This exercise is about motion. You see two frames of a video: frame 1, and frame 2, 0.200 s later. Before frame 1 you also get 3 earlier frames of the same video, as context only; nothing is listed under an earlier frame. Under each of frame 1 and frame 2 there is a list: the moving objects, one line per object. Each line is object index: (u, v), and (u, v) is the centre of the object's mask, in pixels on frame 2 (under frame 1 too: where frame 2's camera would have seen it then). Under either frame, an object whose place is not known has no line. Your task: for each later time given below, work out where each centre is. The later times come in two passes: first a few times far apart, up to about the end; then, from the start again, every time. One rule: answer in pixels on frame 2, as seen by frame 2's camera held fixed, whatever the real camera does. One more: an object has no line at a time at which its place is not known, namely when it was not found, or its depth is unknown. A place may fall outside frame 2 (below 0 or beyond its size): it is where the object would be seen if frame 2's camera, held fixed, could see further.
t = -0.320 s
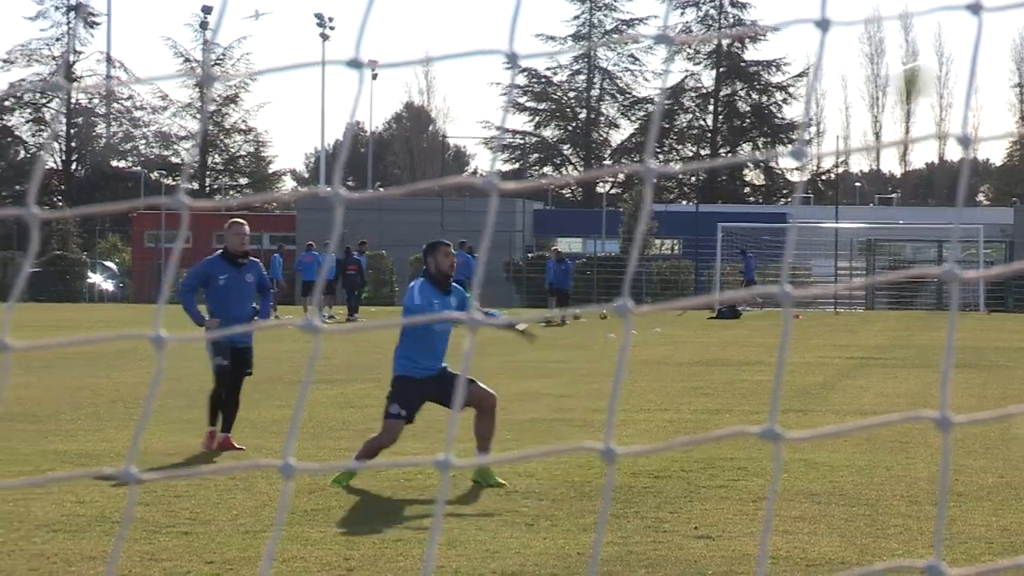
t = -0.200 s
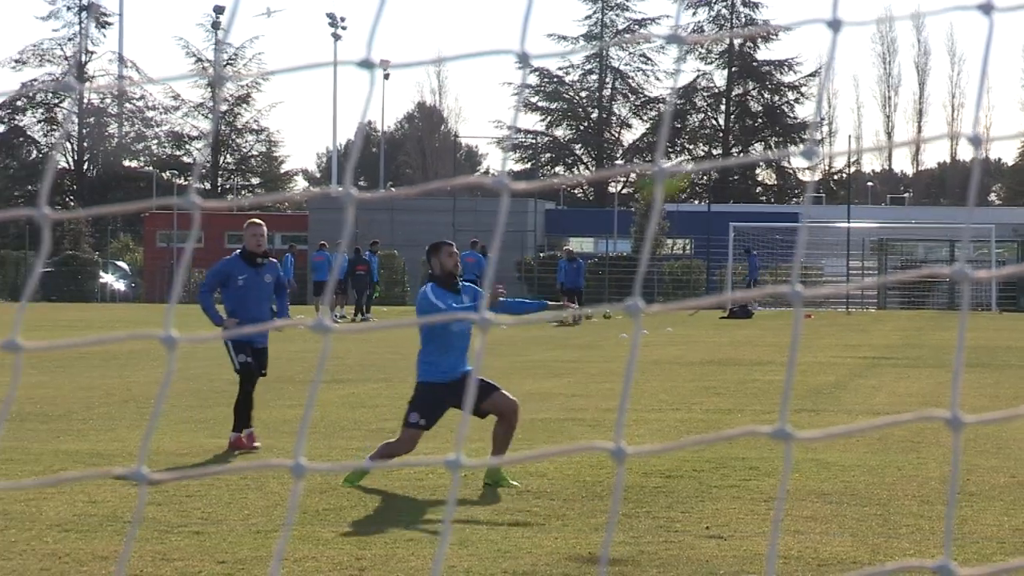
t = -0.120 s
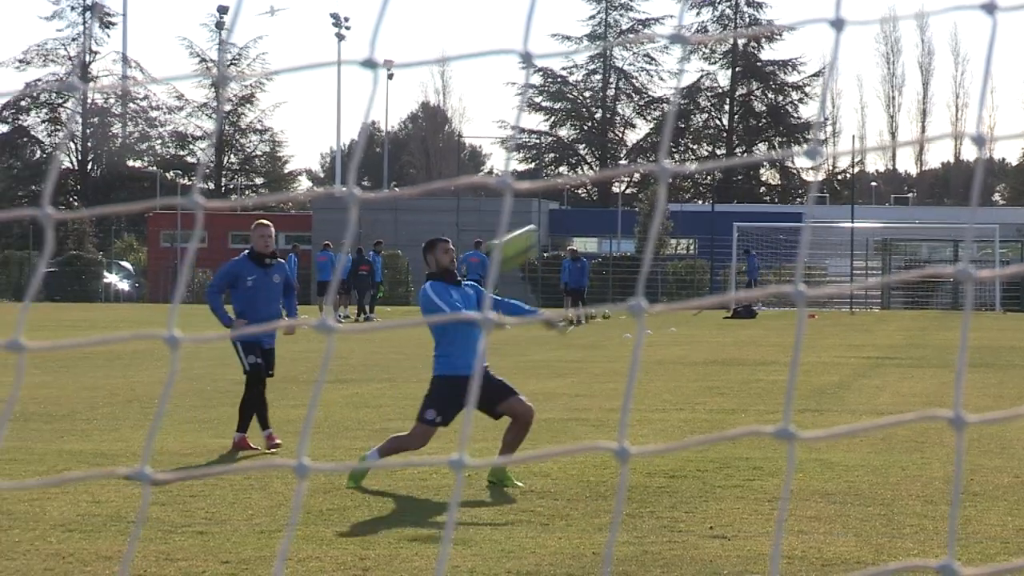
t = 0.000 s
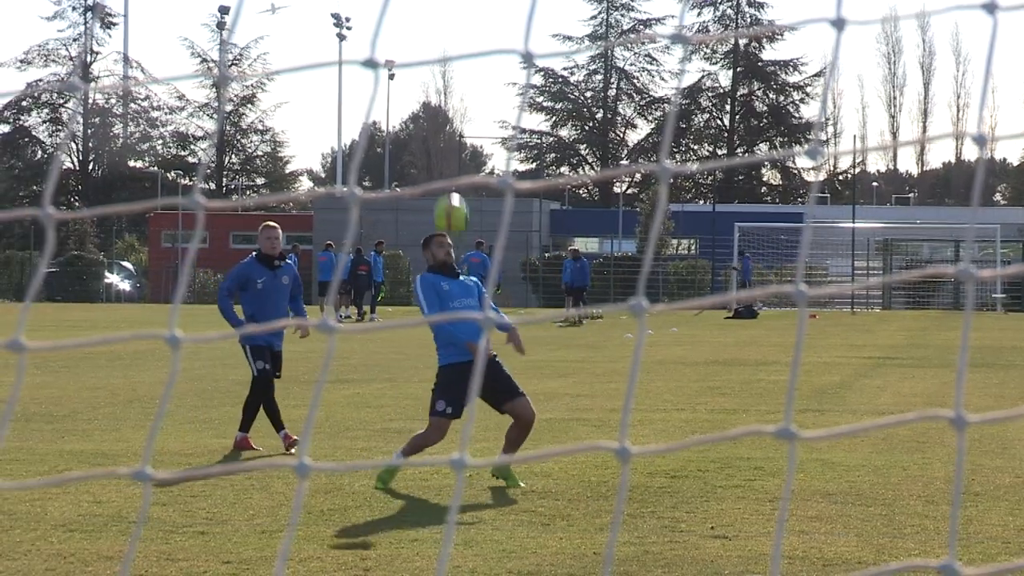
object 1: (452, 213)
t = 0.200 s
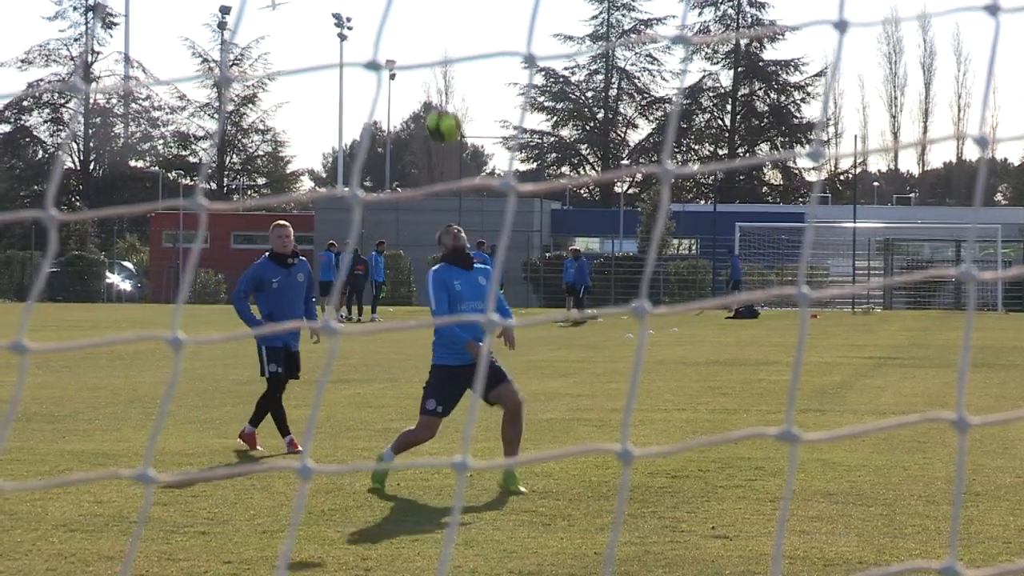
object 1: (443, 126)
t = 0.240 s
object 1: (442, 115)
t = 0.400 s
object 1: (435, 97)
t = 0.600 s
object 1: (425, 131)
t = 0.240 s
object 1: (442, 115)
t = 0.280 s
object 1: (440, 106)
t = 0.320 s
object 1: (438, 101)
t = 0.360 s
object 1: (436, 98)
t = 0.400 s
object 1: (435, 97)
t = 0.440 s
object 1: (434, 99)
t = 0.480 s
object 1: (431, 104)
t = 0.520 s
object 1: (428, 111)
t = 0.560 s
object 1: (428, 121)
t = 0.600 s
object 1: (425, 131)
